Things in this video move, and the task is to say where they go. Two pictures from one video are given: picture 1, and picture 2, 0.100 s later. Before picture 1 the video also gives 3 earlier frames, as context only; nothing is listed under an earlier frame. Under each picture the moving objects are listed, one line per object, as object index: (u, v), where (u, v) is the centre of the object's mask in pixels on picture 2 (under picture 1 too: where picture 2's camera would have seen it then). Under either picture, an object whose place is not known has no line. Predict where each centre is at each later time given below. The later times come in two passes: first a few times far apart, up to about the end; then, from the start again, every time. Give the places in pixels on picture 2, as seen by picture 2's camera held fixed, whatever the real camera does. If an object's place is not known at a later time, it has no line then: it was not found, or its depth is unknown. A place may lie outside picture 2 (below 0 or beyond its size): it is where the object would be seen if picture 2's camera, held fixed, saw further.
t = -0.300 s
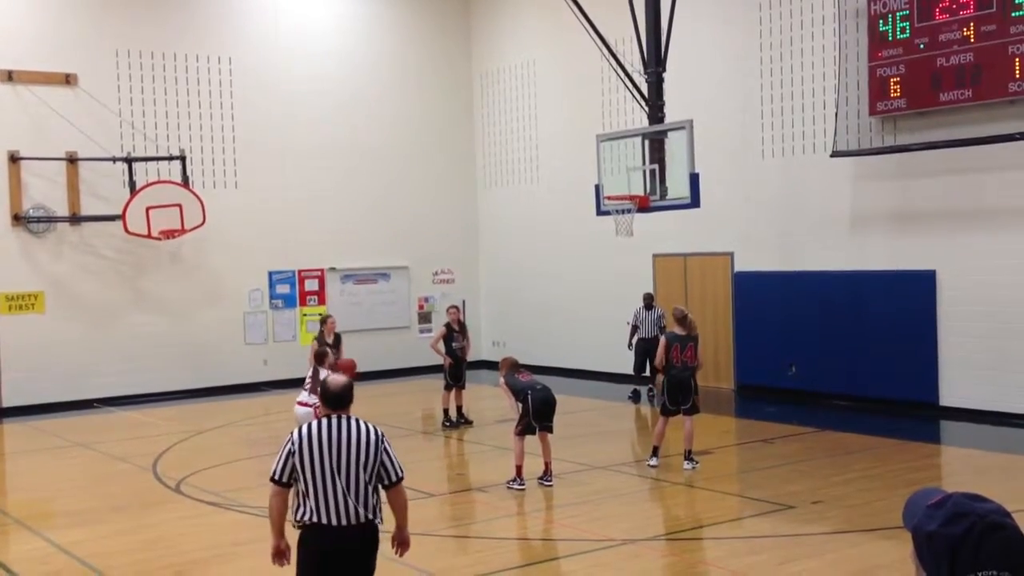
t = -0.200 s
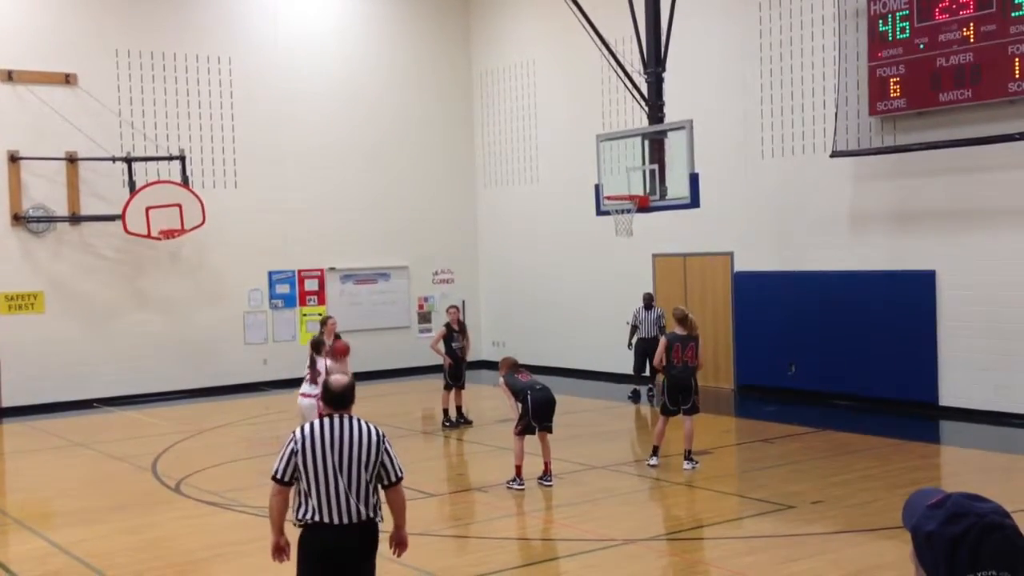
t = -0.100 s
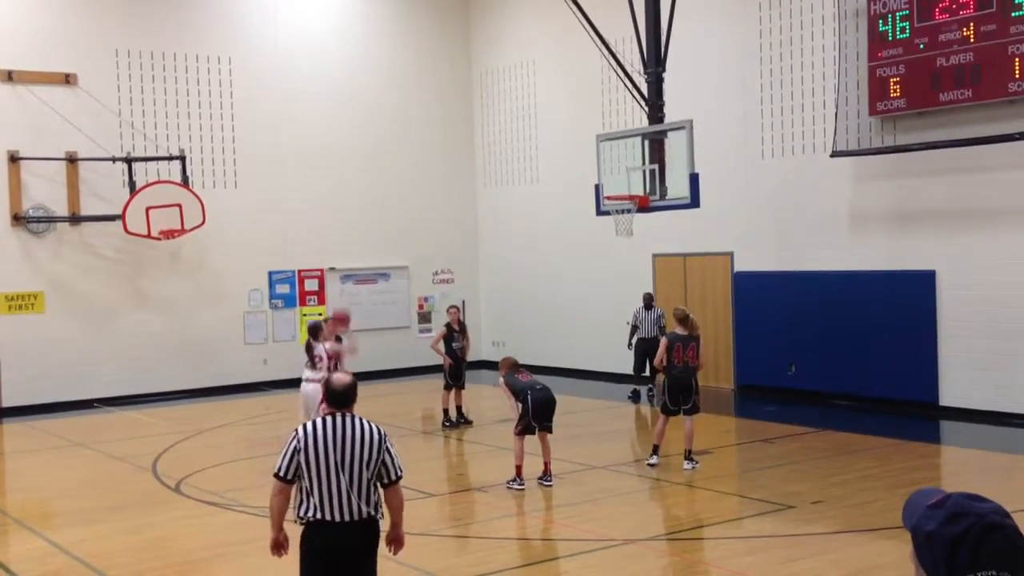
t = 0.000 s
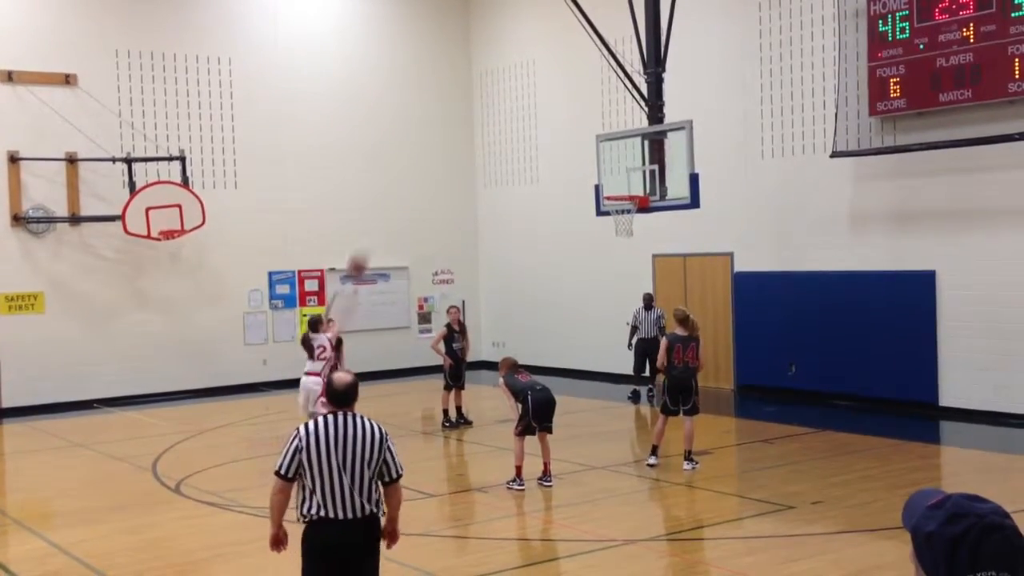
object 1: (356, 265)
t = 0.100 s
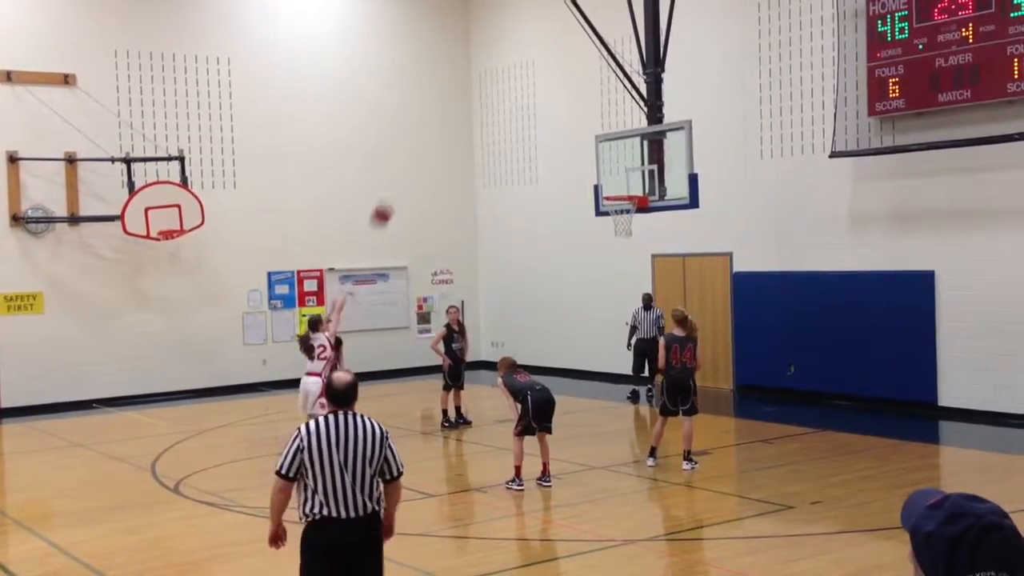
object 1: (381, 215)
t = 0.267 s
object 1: (422, 150)
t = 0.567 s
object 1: (491, 95)
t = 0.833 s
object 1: (549, 108)
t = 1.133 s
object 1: (611, 185)
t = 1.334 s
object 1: (639, 240)
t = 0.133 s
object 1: (390, 199)
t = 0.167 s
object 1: (398, 185)
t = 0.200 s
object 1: (406, 173)
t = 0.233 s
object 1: (414, 161)
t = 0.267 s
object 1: (422, 150)
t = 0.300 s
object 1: (430, 139)
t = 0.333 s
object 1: (438, 131)
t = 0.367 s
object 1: (446, 123)
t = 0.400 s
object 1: (453, 116)
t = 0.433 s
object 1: (461, 110)
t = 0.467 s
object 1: (468, 105)
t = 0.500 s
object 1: (475, 101)
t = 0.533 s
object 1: (483, 97)
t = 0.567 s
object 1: (491, 95)
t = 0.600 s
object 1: (498, 94)
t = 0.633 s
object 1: (505, 93)
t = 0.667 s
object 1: (513, 94)
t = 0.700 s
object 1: (520, 95)
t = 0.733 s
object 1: (527, 97)
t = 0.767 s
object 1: (535, 100)
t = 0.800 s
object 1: (542, 103)
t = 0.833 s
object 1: (549, 108)
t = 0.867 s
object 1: (556, 114)
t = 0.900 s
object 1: (563, 120)
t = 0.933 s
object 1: (570, 126)
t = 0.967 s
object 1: (577, 134)
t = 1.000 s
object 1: (584, 143)
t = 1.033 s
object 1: (591, 153)
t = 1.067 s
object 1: (597, 163)
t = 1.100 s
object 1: (604, 174)
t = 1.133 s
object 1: (611, 185)
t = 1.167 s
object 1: (619, 197)
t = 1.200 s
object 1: (623, 209)
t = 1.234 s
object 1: (630, 221)
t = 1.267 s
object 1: (633, 226)
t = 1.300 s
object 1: (636, 232)
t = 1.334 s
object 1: (639, 240)
